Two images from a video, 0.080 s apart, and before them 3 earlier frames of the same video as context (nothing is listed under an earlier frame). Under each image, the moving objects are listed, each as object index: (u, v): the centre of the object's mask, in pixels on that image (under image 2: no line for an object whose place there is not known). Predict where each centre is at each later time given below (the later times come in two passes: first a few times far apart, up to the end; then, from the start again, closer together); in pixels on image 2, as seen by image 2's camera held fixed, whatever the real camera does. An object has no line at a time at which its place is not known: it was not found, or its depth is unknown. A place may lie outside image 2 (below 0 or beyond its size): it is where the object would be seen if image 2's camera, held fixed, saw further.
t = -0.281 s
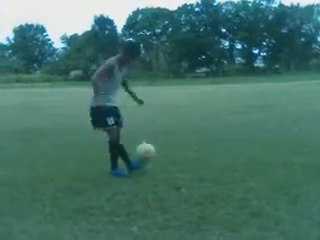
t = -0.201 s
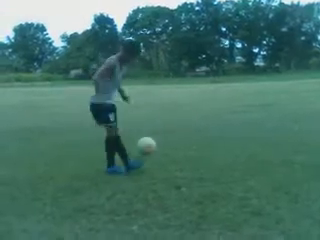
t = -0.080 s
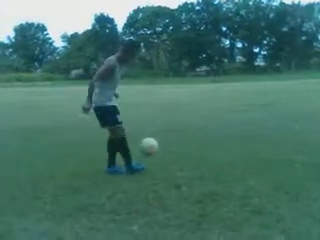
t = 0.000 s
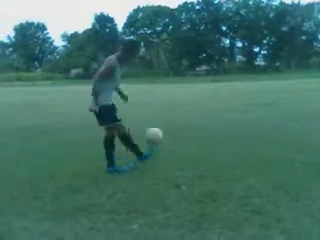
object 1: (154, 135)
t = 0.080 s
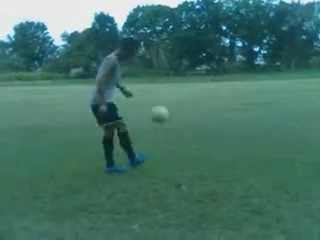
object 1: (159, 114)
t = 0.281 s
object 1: (171, 85)
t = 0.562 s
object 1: (189, 95)
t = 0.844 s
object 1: (203, 137)
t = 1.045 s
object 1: (203, 113)
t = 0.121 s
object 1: (161, 105)
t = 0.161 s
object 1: (165, 98)
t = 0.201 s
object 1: (167, 92)
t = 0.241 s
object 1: (169, 88)
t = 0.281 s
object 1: (171, 85)
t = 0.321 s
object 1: (175, 82)
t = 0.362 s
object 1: (177, 82)
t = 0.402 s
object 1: (179, 82)
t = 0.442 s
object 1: (182, 83)
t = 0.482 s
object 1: (184, 86)
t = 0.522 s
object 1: (186, 90)
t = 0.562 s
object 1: (189, 95)
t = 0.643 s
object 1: (194, 108)
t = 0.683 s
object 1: (197, 117)
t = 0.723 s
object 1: (199, 125)
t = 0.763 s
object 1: (201, 136)
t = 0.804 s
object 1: (203, 144)
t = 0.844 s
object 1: (203, 137)
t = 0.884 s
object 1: (203, 130)
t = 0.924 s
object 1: (203, 125)
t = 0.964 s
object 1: (203, 119)
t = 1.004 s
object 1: (203, 116)
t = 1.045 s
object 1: (203, 113)
